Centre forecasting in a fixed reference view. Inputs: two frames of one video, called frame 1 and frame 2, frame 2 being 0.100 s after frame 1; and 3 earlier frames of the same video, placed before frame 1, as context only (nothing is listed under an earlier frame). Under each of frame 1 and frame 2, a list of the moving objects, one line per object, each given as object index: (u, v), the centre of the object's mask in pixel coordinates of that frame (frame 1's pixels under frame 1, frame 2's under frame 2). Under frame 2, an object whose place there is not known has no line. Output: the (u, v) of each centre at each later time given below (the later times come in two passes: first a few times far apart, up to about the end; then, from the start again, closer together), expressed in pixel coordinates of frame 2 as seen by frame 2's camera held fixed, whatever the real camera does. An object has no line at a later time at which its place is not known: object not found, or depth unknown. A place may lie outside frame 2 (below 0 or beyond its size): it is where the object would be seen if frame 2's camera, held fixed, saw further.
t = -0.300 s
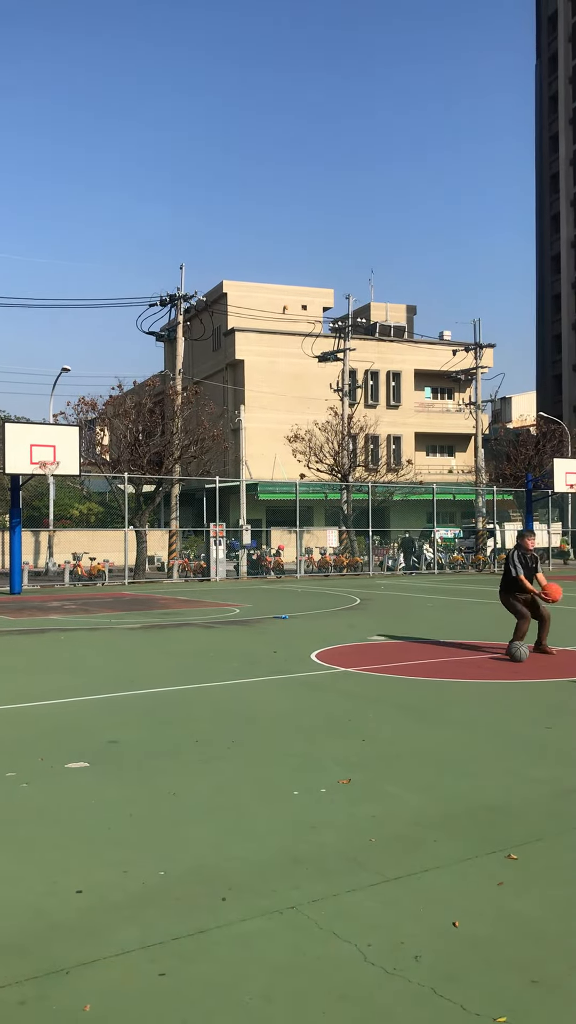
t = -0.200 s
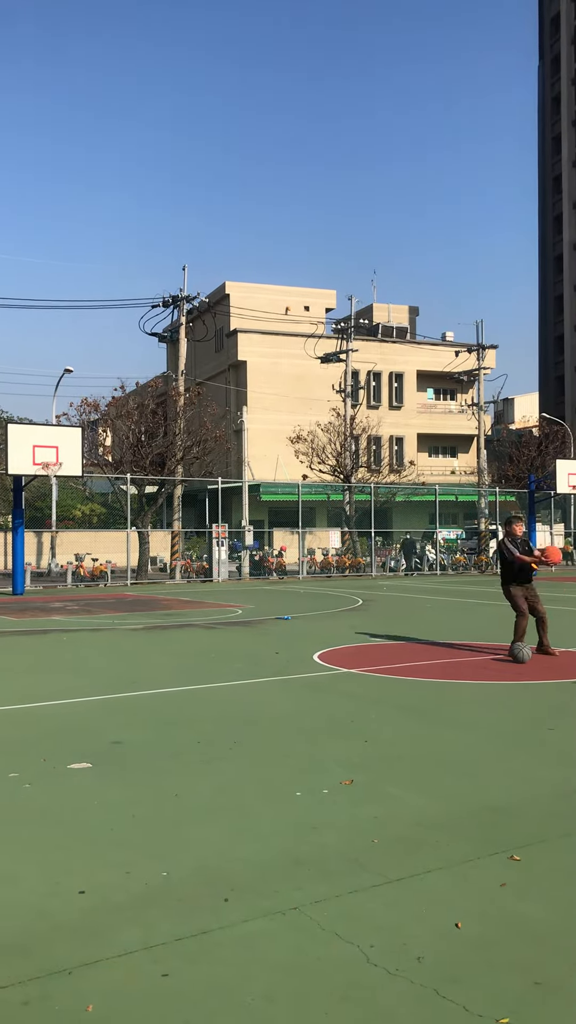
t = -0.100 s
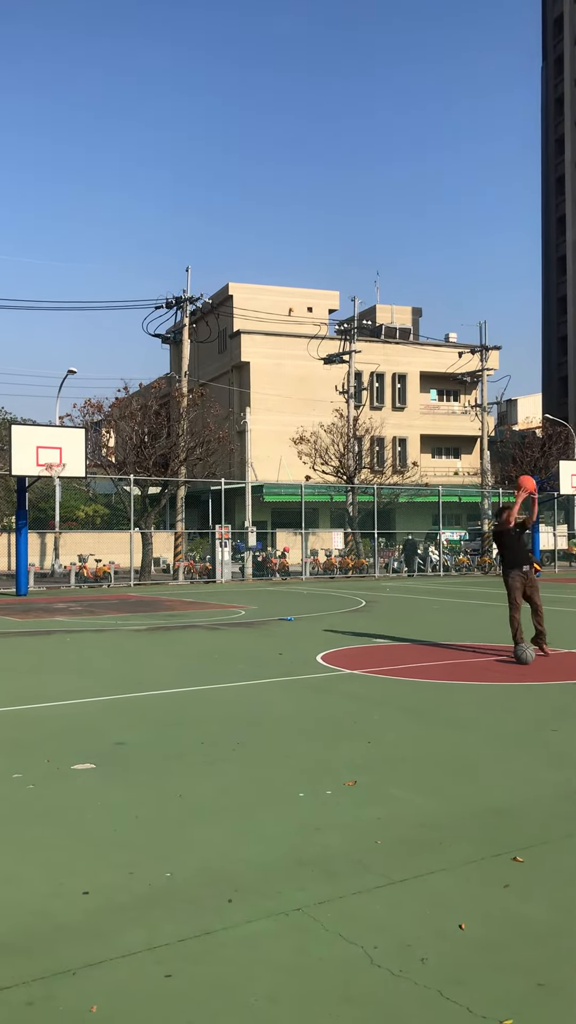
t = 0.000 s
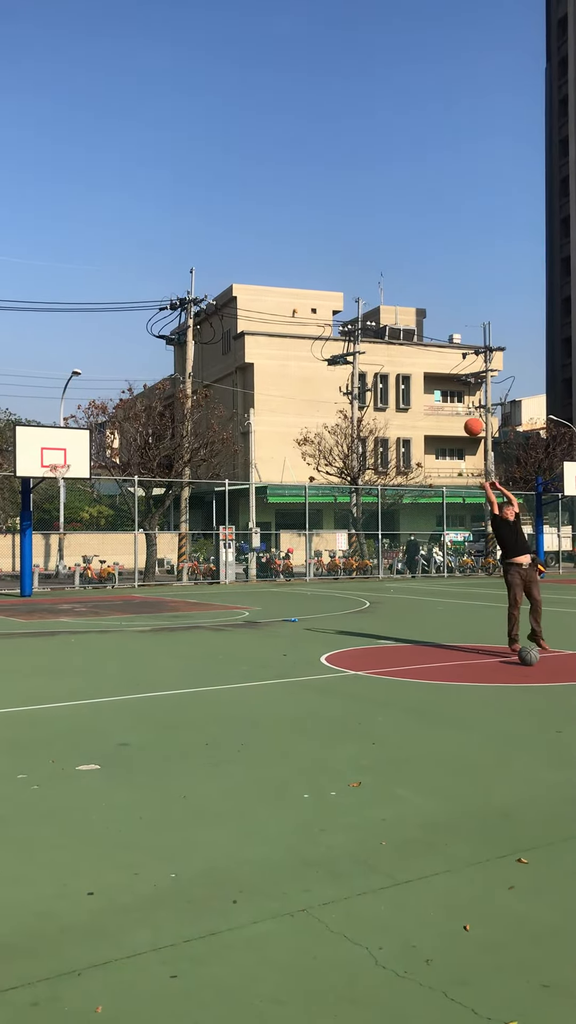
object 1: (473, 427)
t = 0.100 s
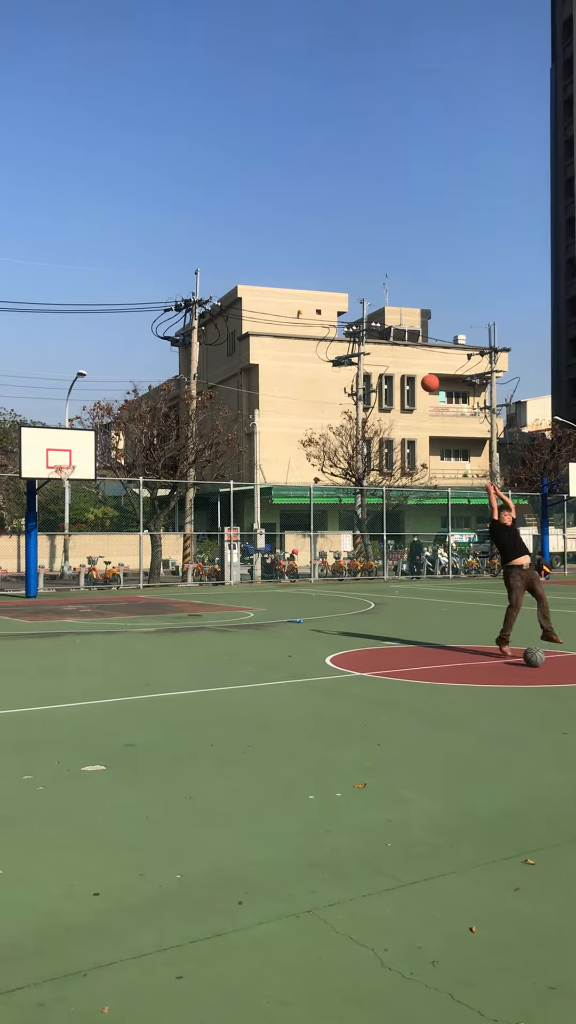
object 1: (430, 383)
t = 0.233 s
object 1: (375, 340)
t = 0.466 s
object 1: (299, 301)
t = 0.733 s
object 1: (233, 297)
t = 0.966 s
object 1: (187, 322)
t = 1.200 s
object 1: (148, 369)
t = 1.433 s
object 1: (115, 431)
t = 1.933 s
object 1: (60, 584)
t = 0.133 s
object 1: (415, 370)
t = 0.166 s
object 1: (401, 359)
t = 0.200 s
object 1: (388, 349)
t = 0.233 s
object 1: (375, 340)
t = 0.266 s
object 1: (363, 332)
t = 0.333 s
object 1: (339, 318)
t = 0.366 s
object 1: (329, 313)
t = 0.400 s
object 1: (319, 308)
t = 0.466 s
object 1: (299, 301)
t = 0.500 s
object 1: (290, 298)
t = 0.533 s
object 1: (281, 296)
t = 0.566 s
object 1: (272, 295)
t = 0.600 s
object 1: (264, 294)
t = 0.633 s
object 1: (256, 294)
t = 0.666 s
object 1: (248, 295)
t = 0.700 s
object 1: (240, 295)
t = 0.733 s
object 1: (233, 297)
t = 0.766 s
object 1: (226, 299)
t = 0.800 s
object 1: (219, 301)
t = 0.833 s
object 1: (212, 304)
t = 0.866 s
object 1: (205, 308)
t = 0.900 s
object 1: (199, 312)
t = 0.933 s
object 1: (193, 317)
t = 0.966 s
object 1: (187, 322)
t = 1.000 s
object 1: (181, 327)
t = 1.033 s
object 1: (175, 333)
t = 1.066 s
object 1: (169, 339)
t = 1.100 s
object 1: (163, 346)
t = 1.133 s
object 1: (158, 353)
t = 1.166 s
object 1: (153, 361)
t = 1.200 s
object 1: (148, 369)
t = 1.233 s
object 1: (143, 377)
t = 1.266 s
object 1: (138, 385)
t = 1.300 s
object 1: (133, 394)
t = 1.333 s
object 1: (129, 403)
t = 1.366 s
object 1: (124, 412)
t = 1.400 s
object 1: (119, 421)
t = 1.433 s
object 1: (115, 431)
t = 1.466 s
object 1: (111, 442)
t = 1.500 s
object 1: (107, 452)
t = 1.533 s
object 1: (103, 463)
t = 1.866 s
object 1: (65, 580)
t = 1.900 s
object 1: (61, 593)
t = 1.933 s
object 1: (60, 584)
